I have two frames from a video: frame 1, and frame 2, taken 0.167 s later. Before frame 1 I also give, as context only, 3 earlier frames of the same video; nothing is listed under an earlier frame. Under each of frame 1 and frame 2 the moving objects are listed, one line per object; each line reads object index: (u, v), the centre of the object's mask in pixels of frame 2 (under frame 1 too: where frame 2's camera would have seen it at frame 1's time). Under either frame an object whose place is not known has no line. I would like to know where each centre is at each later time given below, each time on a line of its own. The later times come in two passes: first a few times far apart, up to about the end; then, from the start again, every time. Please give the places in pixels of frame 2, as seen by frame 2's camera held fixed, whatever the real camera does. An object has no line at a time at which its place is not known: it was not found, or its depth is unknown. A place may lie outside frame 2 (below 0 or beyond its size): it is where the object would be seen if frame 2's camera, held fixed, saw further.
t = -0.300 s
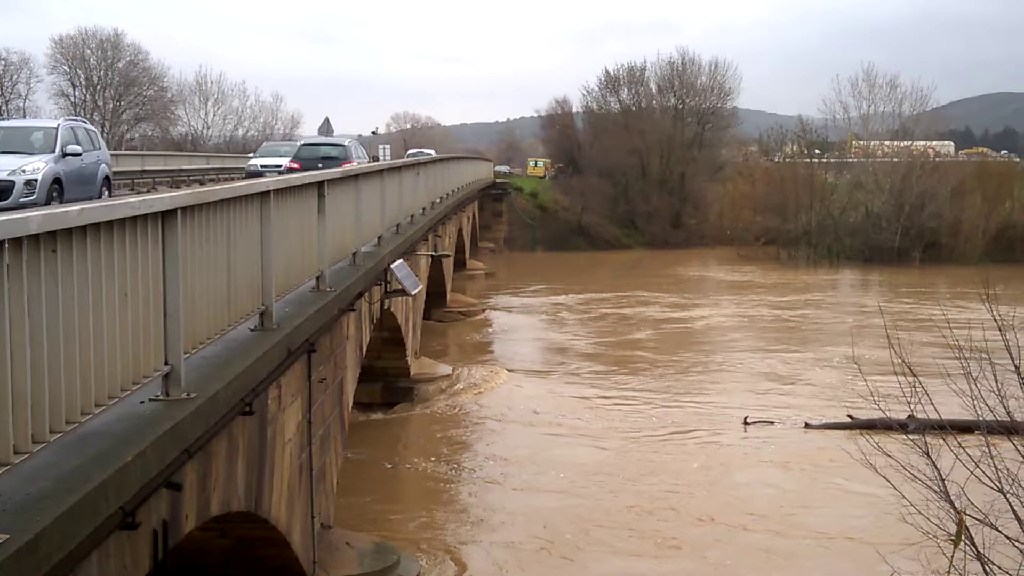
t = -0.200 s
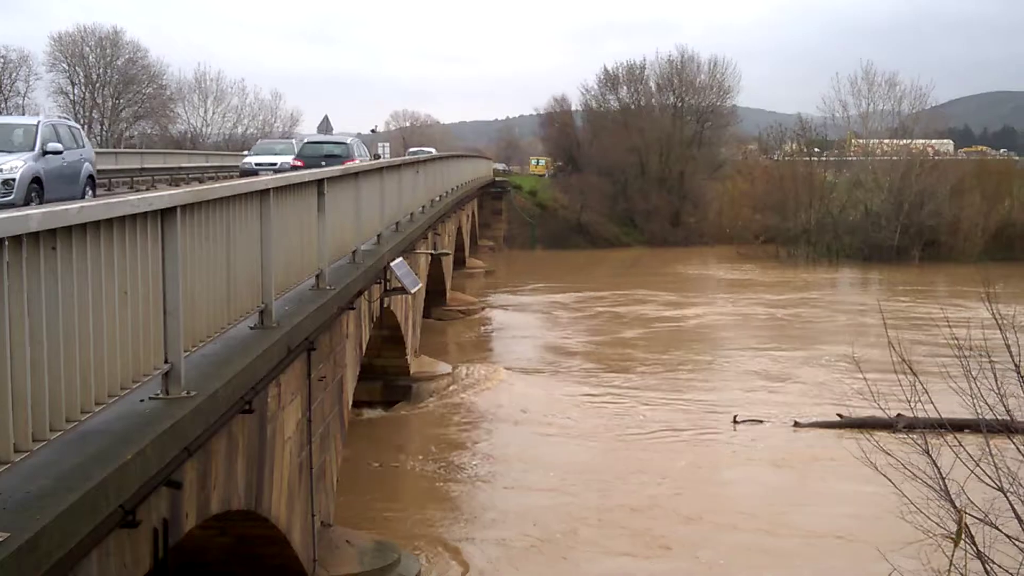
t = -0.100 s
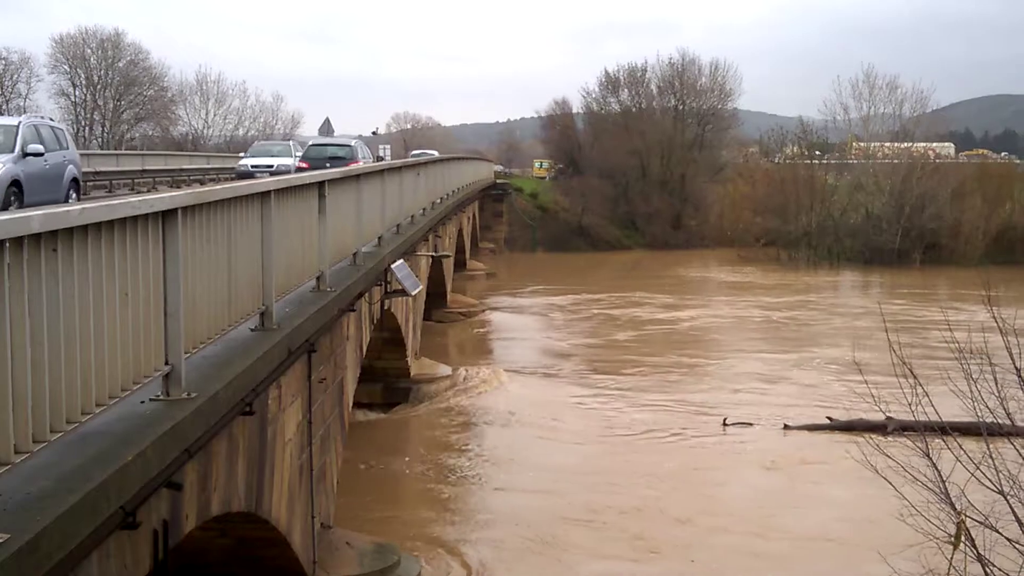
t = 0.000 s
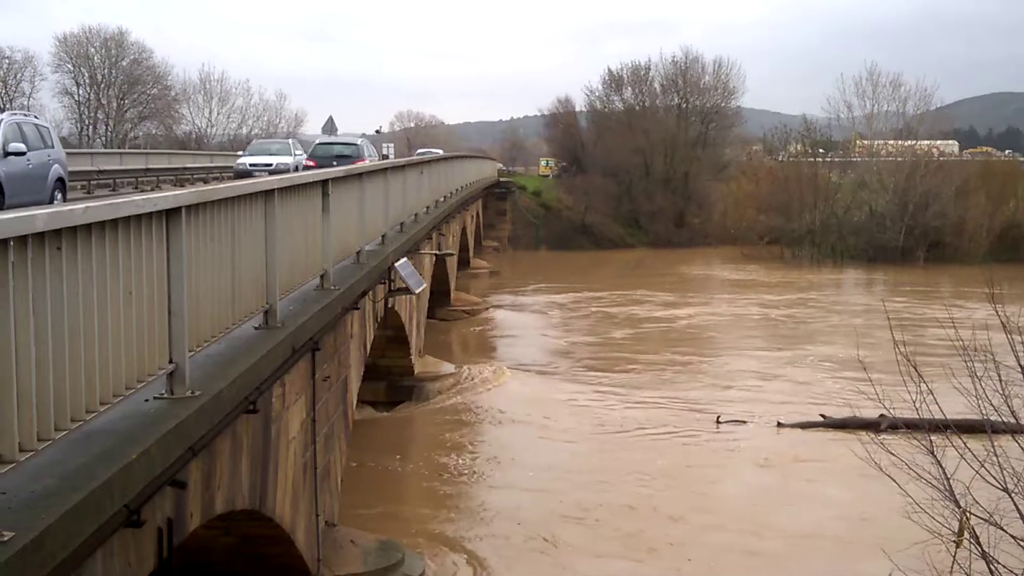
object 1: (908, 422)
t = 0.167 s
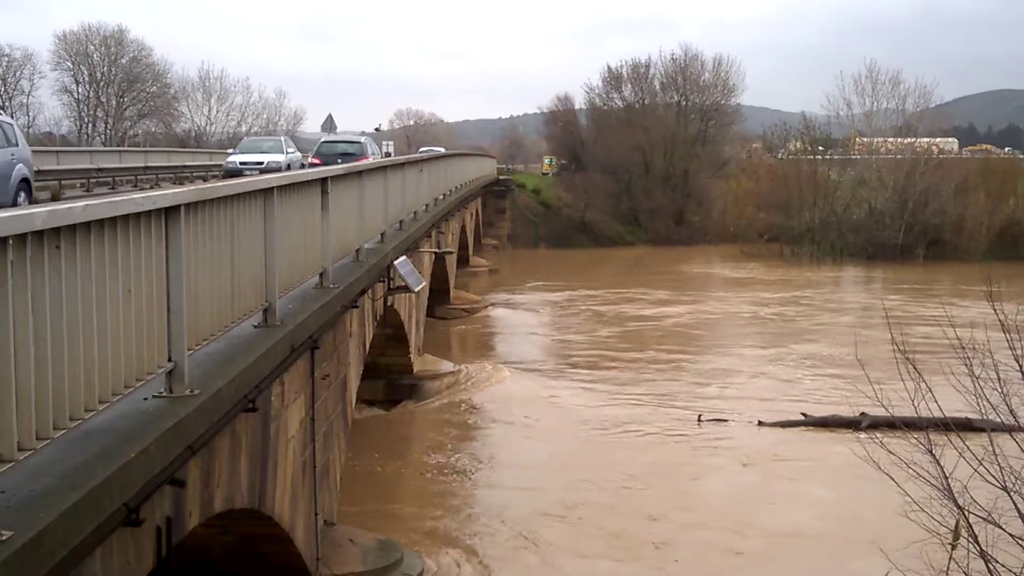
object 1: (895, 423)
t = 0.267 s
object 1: (887, 423)
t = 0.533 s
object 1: (854, 422)
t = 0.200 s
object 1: (892, 423)
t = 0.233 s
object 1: (888, 423)
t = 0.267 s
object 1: (887, 423)
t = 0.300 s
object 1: (884, 423)
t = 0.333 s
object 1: (881, 423)
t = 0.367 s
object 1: (881, 424)
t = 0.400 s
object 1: (878, 424)
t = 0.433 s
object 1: (876, 423)
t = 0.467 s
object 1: (874, 423)
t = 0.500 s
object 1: (857, 422)
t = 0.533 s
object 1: (854, 422)
